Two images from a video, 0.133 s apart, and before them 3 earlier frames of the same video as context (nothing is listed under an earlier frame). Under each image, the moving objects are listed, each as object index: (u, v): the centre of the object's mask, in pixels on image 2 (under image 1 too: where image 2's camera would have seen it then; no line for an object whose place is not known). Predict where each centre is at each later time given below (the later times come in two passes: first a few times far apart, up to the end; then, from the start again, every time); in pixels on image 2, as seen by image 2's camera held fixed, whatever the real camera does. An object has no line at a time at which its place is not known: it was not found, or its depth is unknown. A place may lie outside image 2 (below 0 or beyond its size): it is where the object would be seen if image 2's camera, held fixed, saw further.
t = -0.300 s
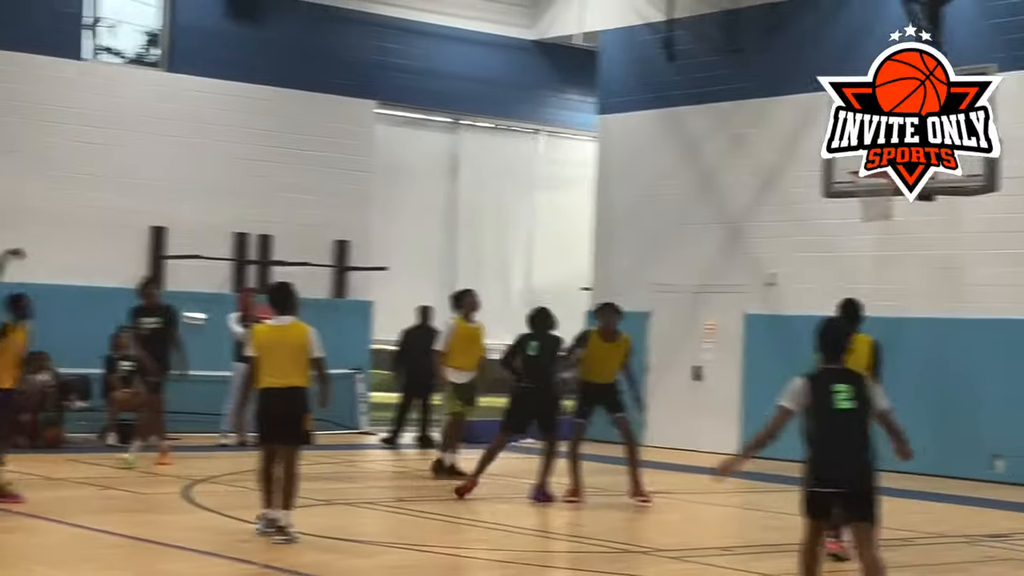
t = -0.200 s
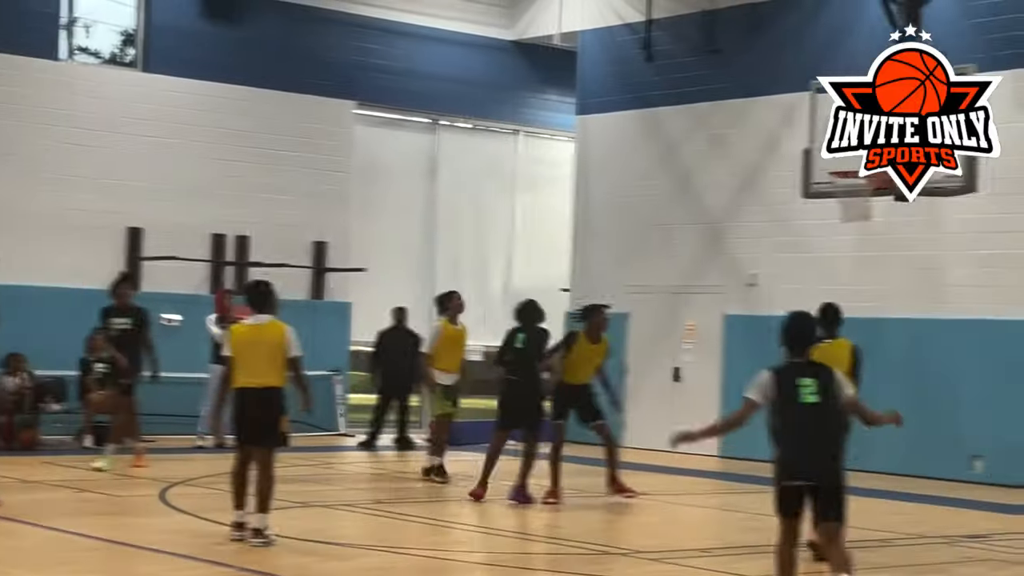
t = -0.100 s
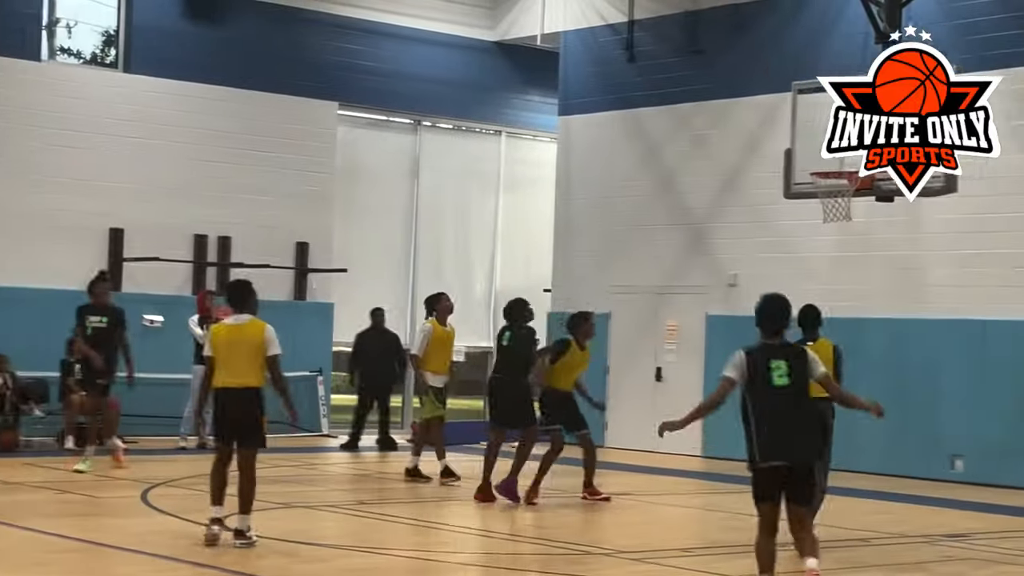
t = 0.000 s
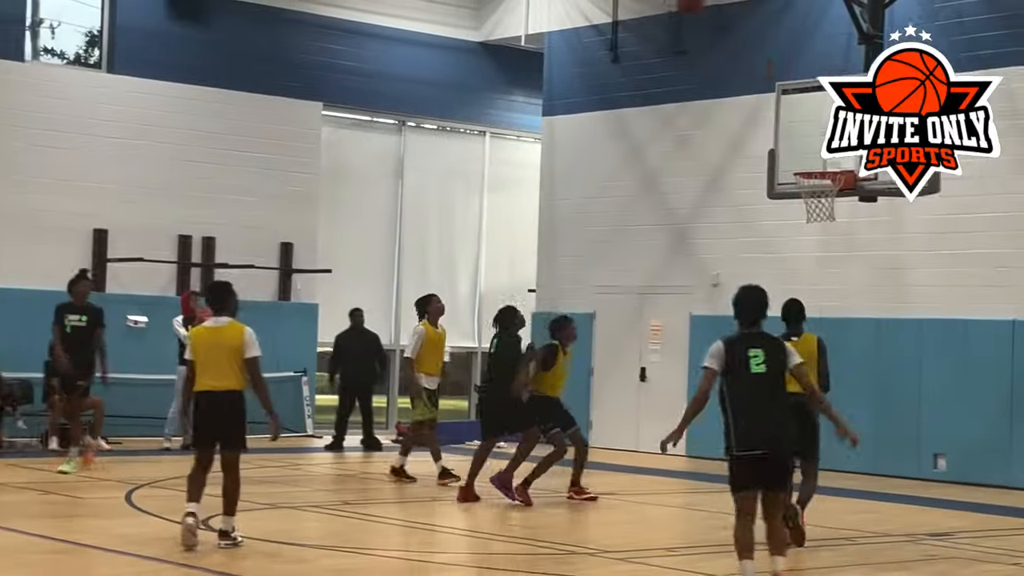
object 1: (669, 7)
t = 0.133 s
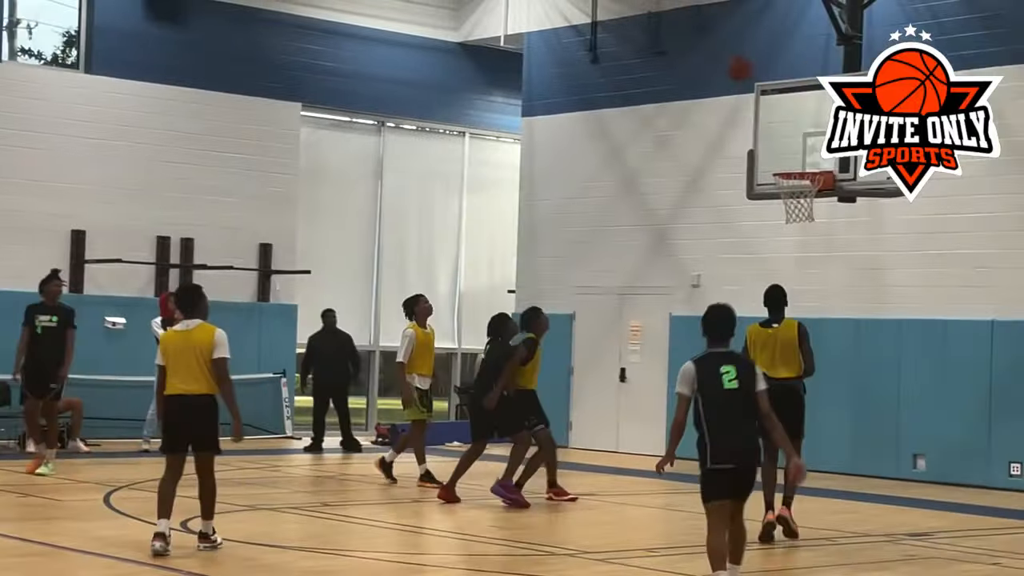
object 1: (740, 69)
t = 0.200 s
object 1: (773, 105)
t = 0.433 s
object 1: (775, 124)
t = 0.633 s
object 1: (716, 101)
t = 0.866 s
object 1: (650, 125)
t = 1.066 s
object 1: (597, 185)
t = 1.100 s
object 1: (589, 198)
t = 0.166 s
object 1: (758, 88)
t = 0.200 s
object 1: (773, 105)
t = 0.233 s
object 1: (789, 126)
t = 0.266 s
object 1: (805, 147)
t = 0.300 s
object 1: (817, 163)
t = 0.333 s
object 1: (807, 152)
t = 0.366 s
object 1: (796, 141)
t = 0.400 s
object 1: (785, 132)
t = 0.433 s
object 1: (775, 124)
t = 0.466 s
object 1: (765, 117)
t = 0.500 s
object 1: (754, 111)
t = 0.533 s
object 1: (744, 107)
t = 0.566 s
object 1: (735, 104)
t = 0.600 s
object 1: (726, 102)
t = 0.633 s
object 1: (716, 101)
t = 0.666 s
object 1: (706, 102)
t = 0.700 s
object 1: (697, 103)
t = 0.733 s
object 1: (687, 105)
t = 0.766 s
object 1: (678, 109)
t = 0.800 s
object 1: (668, 113)
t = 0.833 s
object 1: (659, 119)
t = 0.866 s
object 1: (650, 125)
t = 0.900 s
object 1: (641, 133)
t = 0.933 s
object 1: (632, 141)
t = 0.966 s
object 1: (623, 151)
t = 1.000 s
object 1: (615, 161)
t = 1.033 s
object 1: (606, 173)
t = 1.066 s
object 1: (597, 185)
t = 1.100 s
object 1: (589, 198)
